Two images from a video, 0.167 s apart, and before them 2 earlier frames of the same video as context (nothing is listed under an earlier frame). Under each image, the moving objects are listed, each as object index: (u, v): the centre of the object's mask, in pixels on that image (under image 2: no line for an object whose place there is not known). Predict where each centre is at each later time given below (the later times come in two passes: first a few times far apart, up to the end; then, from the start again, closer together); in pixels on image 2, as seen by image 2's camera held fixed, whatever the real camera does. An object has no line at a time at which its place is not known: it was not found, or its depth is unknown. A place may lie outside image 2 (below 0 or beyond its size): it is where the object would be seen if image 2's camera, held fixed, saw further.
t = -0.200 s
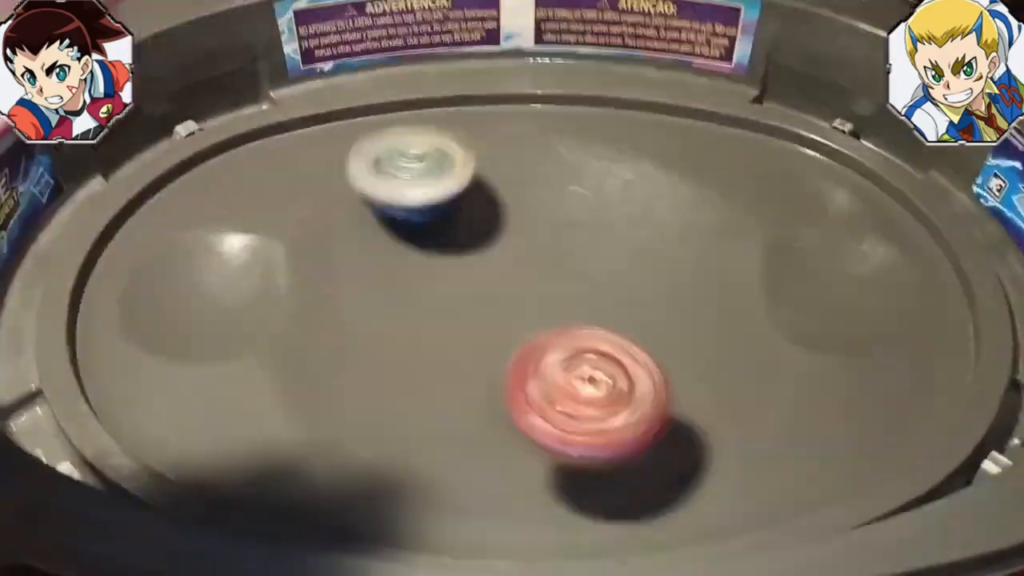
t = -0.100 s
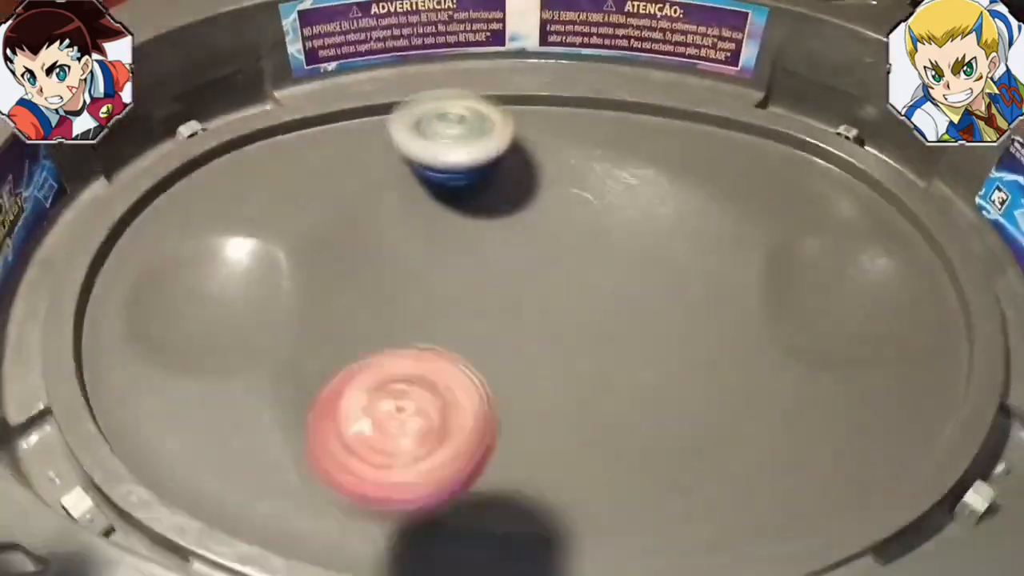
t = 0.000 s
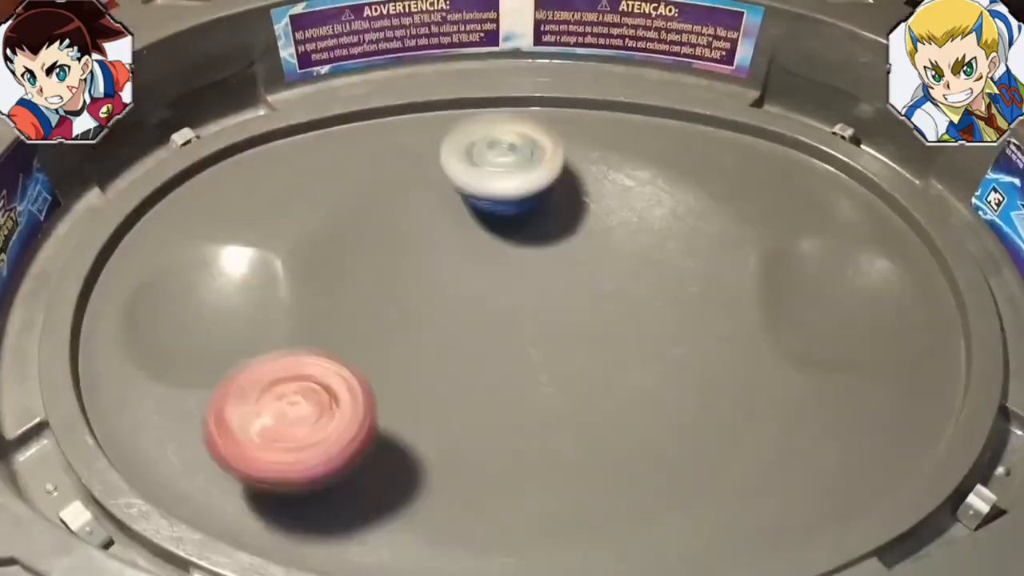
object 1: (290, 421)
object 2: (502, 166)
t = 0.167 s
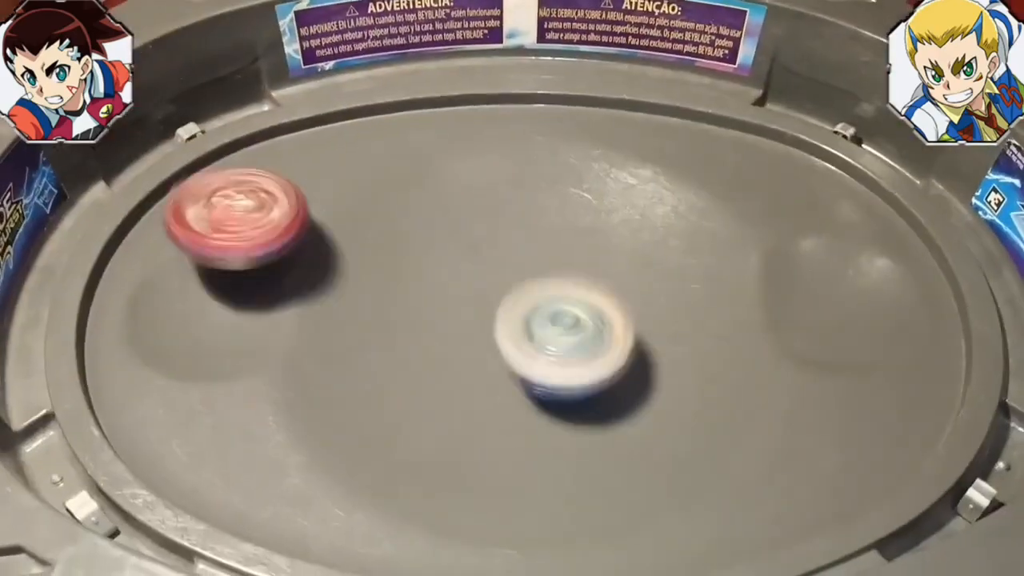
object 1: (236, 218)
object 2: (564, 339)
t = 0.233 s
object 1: (187, 156)
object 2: (561, 398)
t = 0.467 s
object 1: (190, 155)
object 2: (573, 356)
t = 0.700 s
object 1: (195, 288)
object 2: (474, 216)
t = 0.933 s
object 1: (321, 326)
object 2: (455, 272)
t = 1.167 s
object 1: (508, 471)
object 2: (702, 273)
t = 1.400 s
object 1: (564, 461)
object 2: (781, 122)
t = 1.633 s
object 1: (554, 198)
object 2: (613, 100)
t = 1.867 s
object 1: (170, 298)
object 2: (503, 160)
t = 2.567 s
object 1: (258, 118)
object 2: (585, 165)
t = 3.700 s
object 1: (537, 55)
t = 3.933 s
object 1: (267, 135)
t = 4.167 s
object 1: (228, 169)
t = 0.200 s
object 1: (207, 178)
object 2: (562, 374)
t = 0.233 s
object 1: (187, 156)
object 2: (561, 398)
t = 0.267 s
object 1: (178, 130)
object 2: (561, 417)
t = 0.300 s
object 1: (178, 118)
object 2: (561, 425)
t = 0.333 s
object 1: (178, 116)
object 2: (562, 425)
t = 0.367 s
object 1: (178, 116)
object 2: (565, 418)
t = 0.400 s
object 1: (178, 120)
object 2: (569, 402)
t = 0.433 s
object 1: (180, 135)
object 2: (574, 382)
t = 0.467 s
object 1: (190, 155)
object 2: (573, 356)
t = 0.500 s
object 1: (198, 169)
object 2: (567, 330)
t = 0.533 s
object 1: (202, 180)
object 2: (555, 304)
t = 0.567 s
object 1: (204, 190)
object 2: (540, 280)
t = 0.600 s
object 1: (202, 203)
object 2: (525, 260)
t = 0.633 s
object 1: (201, 227)
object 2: (507, 241)
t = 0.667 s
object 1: (200, 258)
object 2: (491, 225)
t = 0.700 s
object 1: (195, 288)
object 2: (474, 216)
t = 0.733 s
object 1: (201, 308)
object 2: (458, 209)
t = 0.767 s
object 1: (215, 318)
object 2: (446, 209)
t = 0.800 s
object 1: (235, 319)
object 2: (435, 215)
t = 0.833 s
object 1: (257, 317)
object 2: (428, 226)
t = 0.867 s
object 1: (284, 309)
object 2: (424, 243)
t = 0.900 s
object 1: (316, 310)
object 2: (428, 260)
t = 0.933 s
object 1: (321, 326)
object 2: (455, 272)
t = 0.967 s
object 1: (336, 344)
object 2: (487, 284)
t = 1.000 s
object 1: (365, 365)
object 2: (519, 300)
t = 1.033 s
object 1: (405, 384)
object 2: (549, 311)
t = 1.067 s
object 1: (458, 401)
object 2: (575, 321)
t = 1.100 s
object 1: (512, 411)
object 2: (601, 327)
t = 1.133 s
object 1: (508, 446)
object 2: (654, 305)
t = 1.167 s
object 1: (508, 471)
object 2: (702, 273)
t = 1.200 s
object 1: (513, 486)
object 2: (738, 244)
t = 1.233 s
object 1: (525, 499)
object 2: (762, 217)
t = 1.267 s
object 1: (535, 503)
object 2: (776, 193)
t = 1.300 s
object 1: (541, 502)
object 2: (787, 175)
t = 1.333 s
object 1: (545, 493)
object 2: (794, 154)
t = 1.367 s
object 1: (553, 480)
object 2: (797, 132)
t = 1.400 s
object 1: (564, 461)
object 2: (781, 122)
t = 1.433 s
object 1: (577, 435)
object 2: (759, 132)
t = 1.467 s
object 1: (591, 399)
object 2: (738, 129)
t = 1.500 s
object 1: (598, 360)
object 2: (717, 127)
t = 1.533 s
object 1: (597, 317)
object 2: (690, 123)
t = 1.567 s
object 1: (588, 275)
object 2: (666, 115)
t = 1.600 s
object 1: (572, 235)
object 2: (641, 107)
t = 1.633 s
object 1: (554, 198)
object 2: (613, 100)
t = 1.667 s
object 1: (522, 179)
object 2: (591, 86)
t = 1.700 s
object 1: (457, 181)
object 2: (585, 54)
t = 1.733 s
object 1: (394, 193)
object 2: (576, 51)
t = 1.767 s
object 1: (329, 207)
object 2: (560, 67)
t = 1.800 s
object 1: (273, 227)
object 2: (541, 98)
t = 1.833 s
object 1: (216, 269)
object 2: (523, 117)
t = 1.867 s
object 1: (170, 298)
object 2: (503, 160)
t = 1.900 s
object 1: (142, 311)
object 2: (483, 203)
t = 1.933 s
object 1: (122, 327)
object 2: (464, 252)
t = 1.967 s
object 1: (105, 340)
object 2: (451, 305)
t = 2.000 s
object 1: (108, 345)
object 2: (447, 354)
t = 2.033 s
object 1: (124, 344)
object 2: (448, 399)
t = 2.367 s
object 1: (272, 175)
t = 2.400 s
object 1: (270, 155)
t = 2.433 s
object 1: (263, 137)
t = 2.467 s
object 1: (255, 118)
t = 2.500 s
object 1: (250, 104)
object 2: (659, 225)
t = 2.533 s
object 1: (254, 107)
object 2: (625, 192)
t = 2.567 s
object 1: (258, 118)
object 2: (585, 165)
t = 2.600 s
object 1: (259, 119)
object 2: (544, 147)
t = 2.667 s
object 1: (256, 121)
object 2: (457, 131)
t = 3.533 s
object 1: (738, 218)
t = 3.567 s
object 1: (698, 160)
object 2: (924, 316)
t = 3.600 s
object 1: (660, 109)
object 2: (939, 332)
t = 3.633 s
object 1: (622, 74)
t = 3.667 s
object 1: (582, 55)
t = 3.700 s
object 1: (537, 55)
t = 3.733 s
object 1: (488, 74)
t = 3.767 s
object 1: (440, 91)
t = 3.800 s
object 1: (397, 103)
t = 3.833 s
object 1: (358, 112)
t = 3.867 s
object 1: (320, 120)
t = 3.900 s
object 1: (289, 129)
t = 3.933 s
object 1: (267, 135)
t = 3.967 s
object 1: (250, 139)
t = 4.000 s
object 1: (238, 144)
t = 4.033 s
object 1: (230, 148)
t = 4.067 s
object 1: (225, 152)
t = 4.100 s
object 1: (224, 159)
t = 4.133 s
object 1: (226, 165)
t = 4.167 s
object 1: (228, 169)
